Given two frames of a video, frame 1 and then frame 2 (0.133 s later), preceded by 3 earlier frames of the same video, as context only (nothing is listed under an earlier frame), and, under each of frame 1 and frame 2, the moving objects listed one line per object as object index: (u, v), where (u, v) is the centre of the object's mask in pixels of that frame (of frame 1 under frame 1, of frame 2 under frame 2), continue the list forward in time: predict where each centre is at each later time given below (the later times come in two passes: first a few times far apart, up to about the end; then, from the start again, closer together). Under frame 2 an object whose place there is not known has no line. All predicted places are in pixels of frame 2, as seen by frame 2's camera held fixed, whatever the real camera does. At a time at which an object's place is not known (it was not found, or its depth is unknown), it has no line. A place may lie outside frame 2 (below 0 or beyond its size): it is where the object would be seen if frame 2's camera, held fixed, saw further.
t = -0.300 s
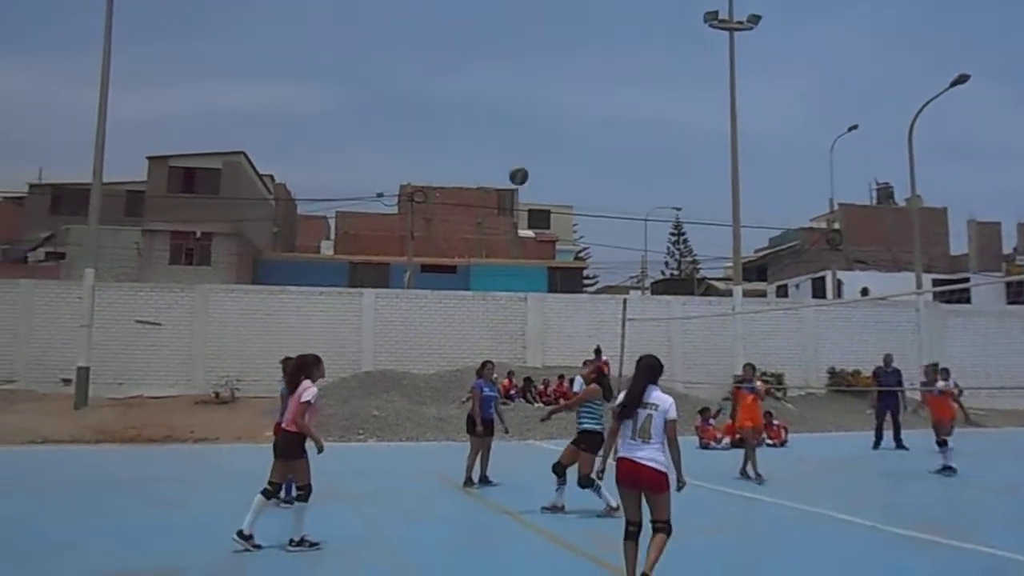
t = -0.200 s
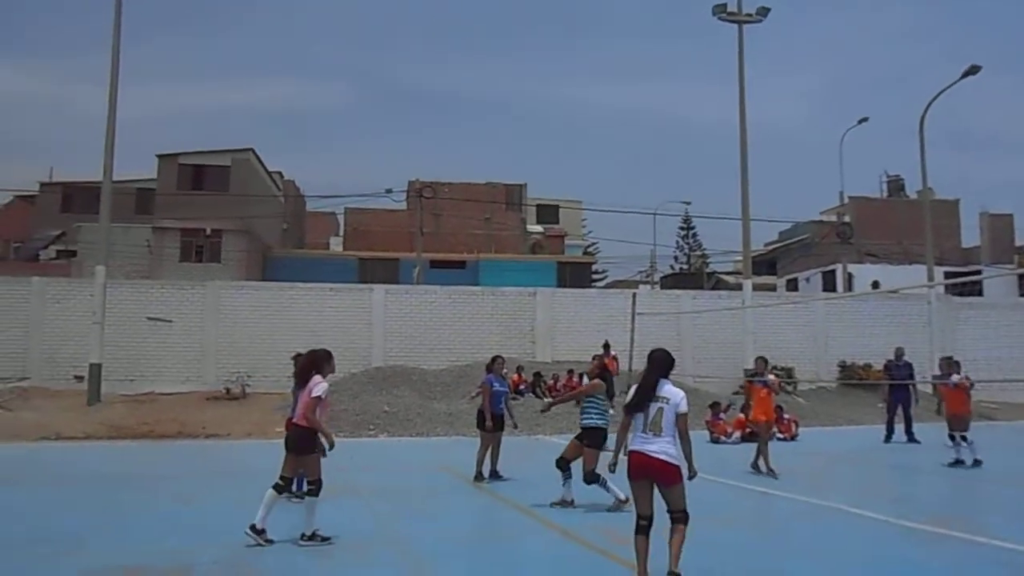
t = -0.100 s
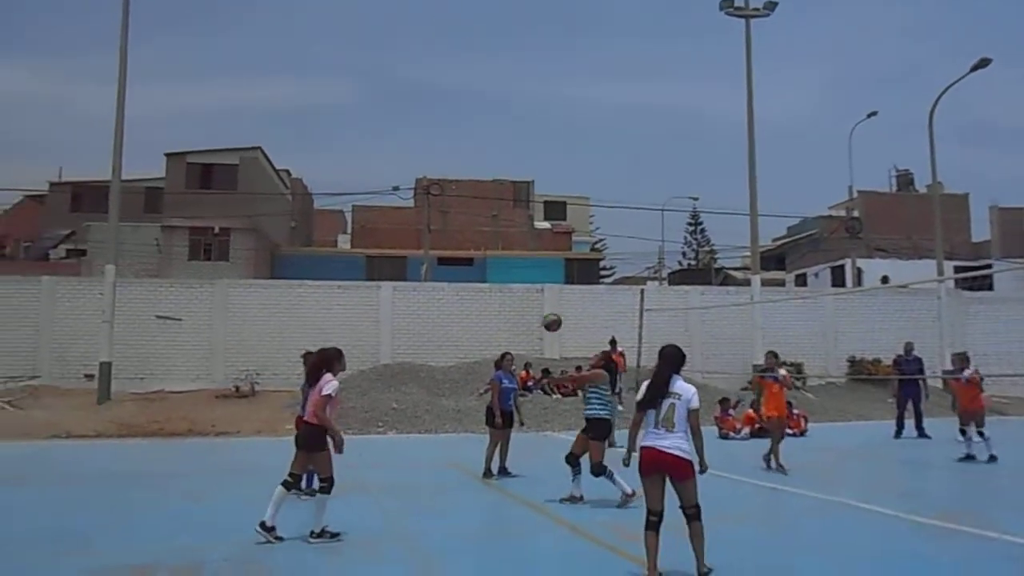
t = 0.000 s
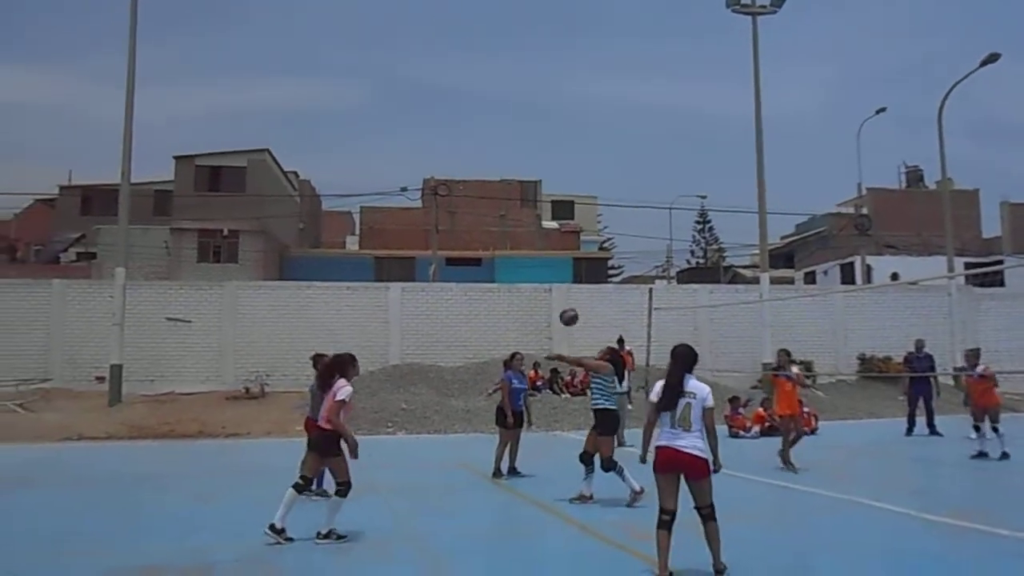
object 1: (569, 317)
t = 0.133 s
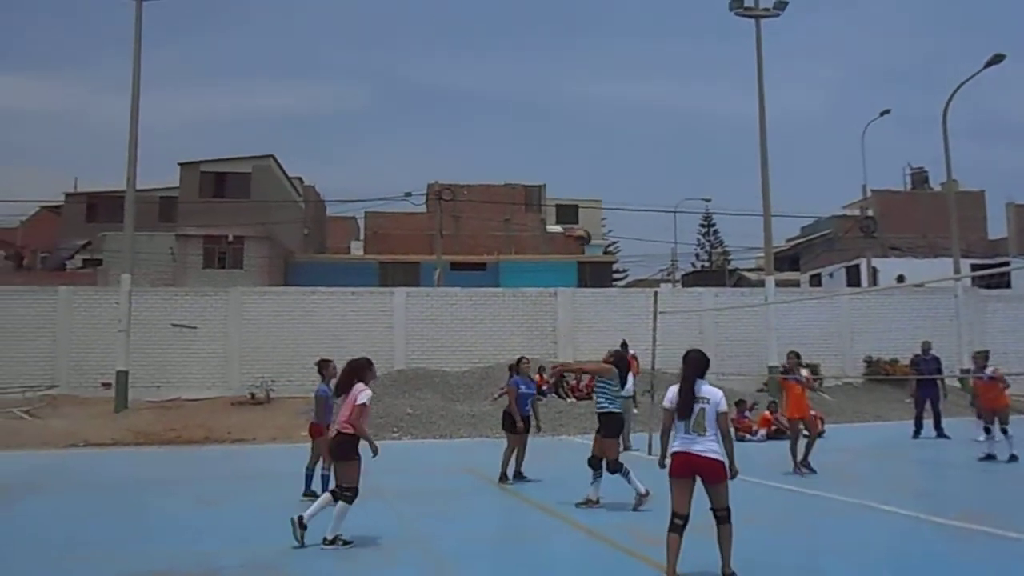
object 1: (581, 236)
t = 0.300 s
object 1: (590, 162)
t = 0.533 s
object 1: (598, 102)
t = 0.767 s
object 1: (605, 90)
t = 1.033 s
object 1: (608, 126)
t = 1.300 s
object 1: (610, 211)
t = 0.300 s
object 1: (590, 162)
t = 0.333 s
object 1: (591, 150)
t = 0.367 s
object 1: (593, 140)
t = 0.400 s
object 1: (594, 130)
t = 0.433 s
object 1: (596, 121)
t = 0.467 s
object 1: (596, 115)
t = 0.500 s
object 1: (597, 108)
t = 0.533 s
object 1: (598, 102)
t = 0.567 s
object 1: (599, 98)
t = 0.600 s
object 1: (600, 95)
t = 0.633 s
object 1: (601, 92)
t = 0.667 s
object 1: (602, 90)
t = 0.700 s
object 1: (603, 89)
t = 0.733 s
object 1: (604, 89)
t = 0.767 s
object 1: (605, 90)
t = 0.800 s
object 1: (605, 91)
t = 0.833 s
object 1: (606, 94)
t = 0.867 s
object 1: (606, 98)
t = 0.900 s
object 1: (607, 102)
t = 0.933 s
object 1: (607, 107)
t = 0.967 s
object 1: (608, 113)
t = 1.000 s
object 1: (608, 119)
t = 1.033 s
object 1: (608, 126)
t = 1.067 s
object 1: (609, 134)
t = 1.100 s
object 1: (610, 143)
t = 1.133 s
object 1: (610, 151)
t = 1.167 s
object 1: (610, 162)
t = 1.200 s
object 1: (611, 173)
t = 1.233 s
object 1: (611, 185)
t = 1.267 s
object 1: (611, 197)
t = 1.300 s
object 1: (610, 211)
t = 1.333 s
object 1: (610, 224)
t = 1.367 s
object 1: (611, 238)
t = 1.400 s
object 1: (610, 253)
